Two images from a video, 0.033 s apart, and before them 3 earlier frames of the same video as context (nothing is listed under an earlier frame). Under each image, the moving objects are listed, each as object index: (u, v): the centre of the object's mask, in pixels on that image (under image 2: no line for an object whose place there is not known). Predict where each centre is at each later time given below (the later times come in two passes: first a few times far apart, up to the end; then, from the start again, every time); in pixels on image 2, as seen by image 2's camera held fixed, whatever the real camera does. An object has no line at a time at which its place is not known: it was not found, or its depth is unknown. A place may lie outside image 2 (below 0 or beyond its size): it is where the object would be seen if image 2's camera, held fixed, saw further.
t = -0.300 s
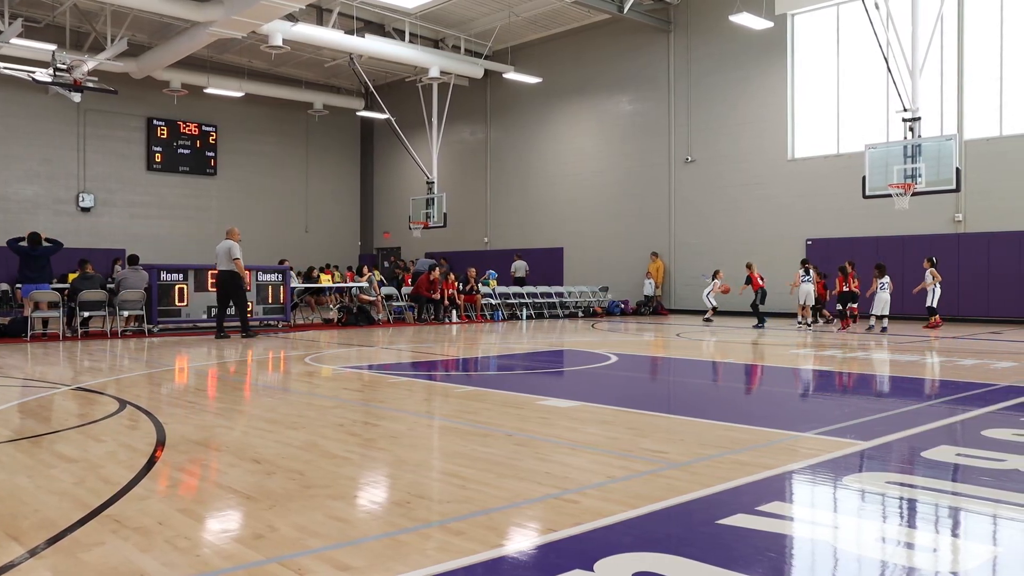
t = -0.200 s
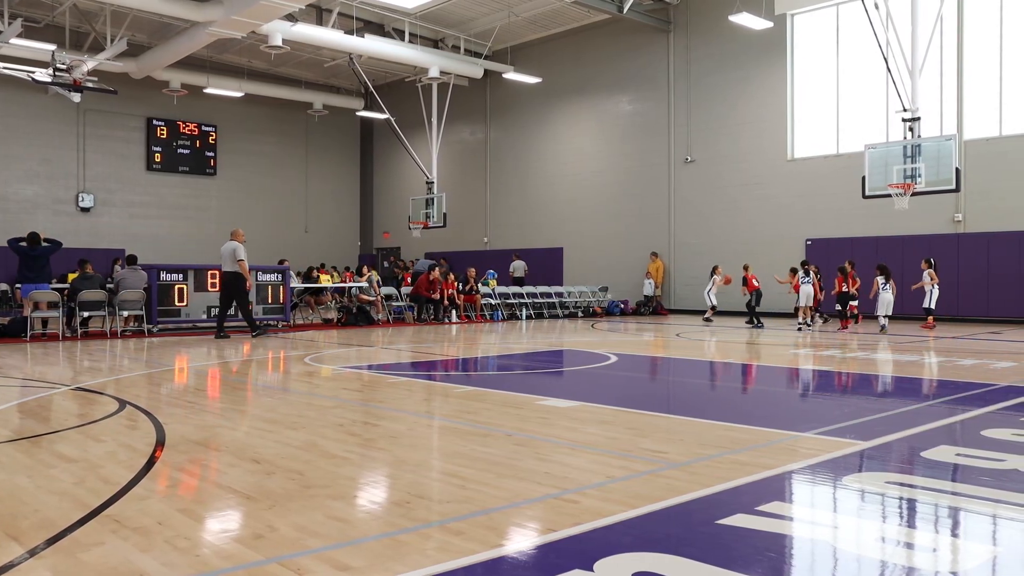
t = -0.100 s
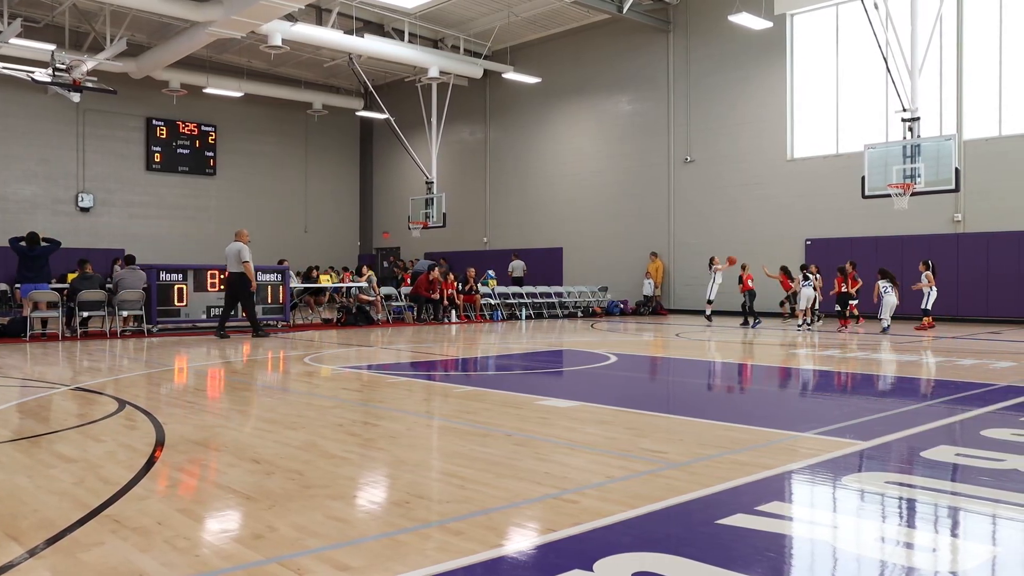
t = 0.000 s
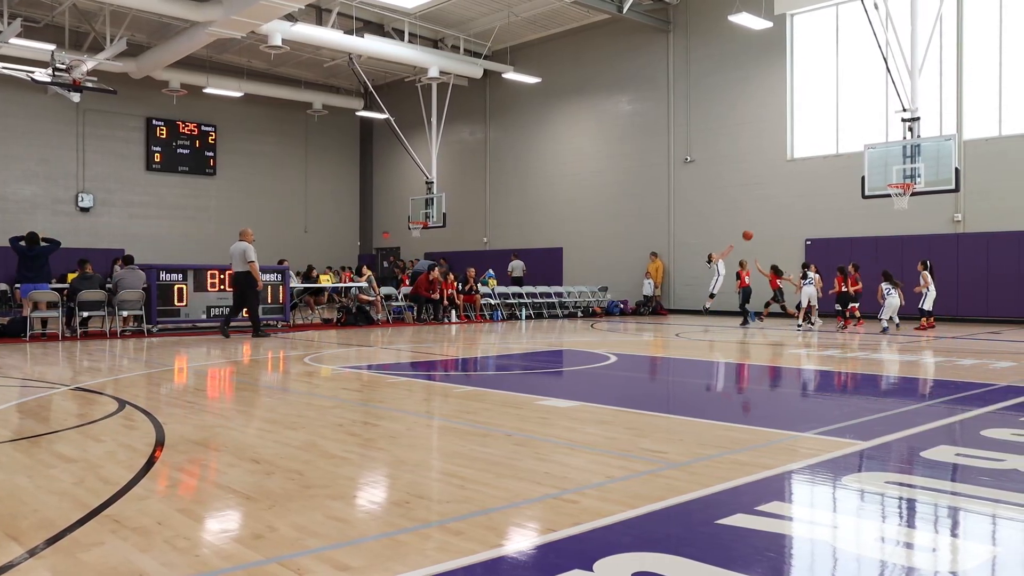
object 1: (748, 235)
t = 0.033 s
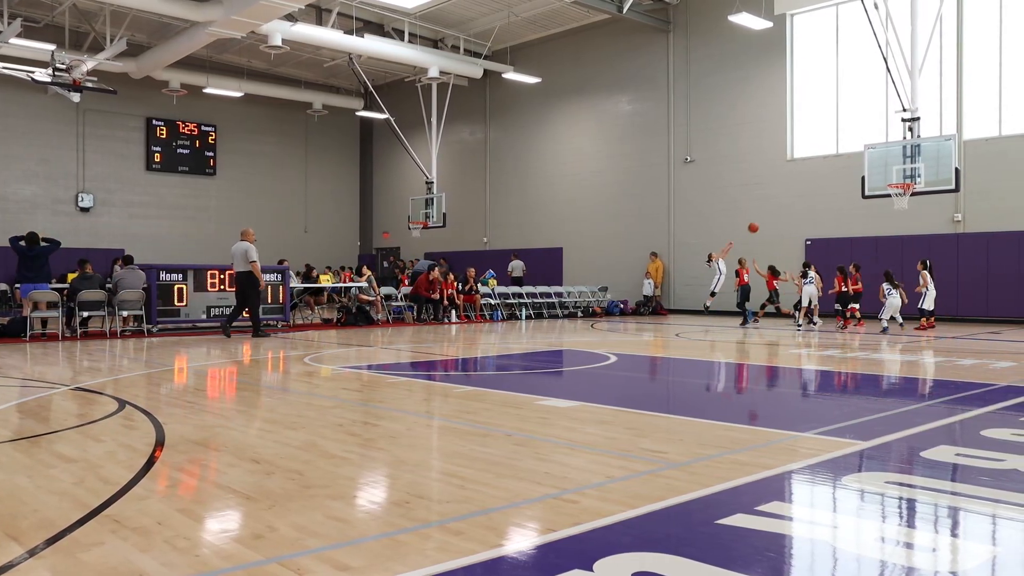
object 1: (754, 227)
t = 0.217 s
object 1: (785, 194)
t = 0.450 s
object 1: (827, 173)
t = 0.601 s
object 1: (854, 173)
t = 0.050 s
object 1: (756, 224)
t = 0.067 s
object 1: (759, 220)
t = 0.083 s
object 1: (762, 217)
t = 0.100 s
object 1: (765, 214)
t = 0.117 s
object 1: (768, 210)
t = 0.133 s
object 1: (771, 207)
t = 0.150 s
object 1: (774, 204)
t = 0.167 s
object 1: (776, 202)
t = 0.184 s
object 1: (779, 199)
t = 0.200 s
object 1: (782, 196)
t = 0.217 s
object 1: (785, 194)
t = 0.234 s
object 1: (788, 191)
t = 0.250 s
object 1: (791, 189)
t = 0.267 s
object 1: (794, 187)
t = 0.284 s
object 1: (797, 185)
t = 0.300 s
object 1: (800, 183)
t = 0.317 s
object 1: (802, 182)
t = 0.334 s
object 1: (806, 180)
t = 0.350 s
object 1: (809, 179)
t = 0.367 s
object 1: (812, 177)
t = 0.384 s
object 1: (815, 176)
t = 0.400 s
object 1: (818, 175)
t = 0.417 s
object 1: (821, 174)
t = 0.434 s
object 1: (824, 173)
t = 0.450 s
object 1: (827, 173)
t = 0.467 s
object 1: (830, 172)
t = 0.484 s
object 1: (832, 172)
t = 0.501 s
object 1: (836, 171)
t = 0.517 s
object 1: (839, 171)
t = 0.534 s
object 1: (842, 171)
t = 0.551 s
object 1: (845, 172)
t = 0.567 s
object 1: (848, 172)
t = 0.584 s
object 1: (851, 172)
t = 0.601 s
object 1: (854, 173)
